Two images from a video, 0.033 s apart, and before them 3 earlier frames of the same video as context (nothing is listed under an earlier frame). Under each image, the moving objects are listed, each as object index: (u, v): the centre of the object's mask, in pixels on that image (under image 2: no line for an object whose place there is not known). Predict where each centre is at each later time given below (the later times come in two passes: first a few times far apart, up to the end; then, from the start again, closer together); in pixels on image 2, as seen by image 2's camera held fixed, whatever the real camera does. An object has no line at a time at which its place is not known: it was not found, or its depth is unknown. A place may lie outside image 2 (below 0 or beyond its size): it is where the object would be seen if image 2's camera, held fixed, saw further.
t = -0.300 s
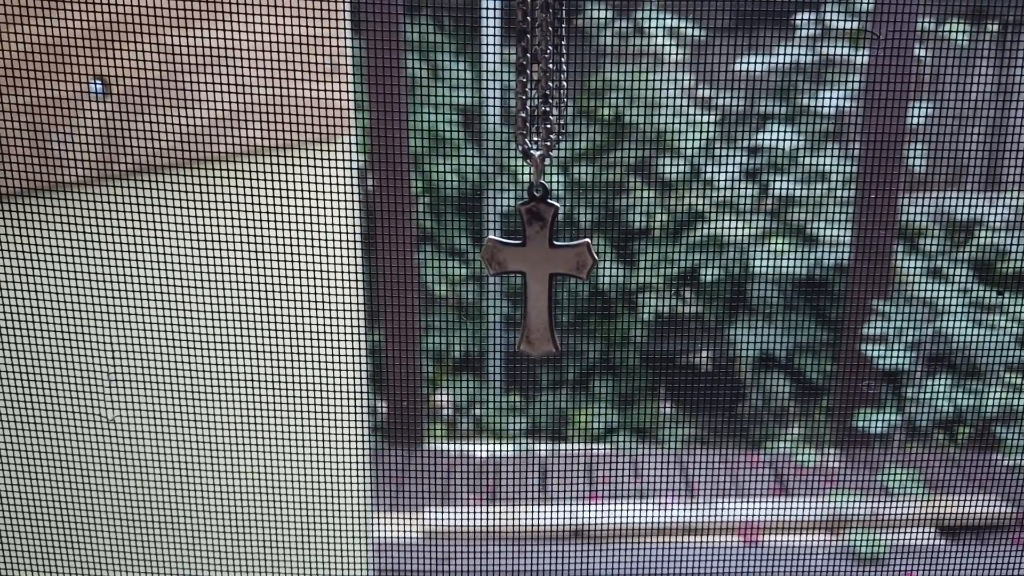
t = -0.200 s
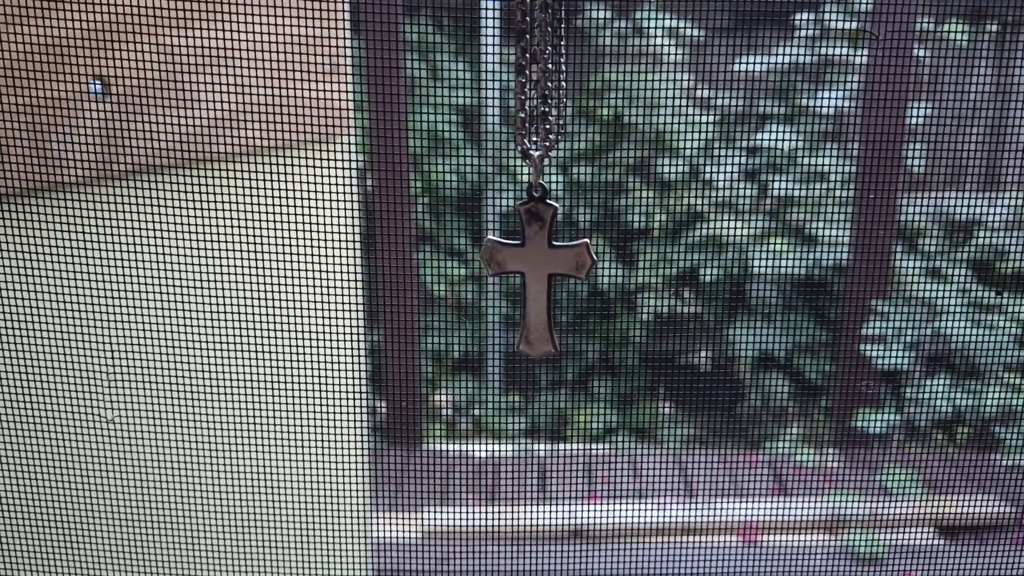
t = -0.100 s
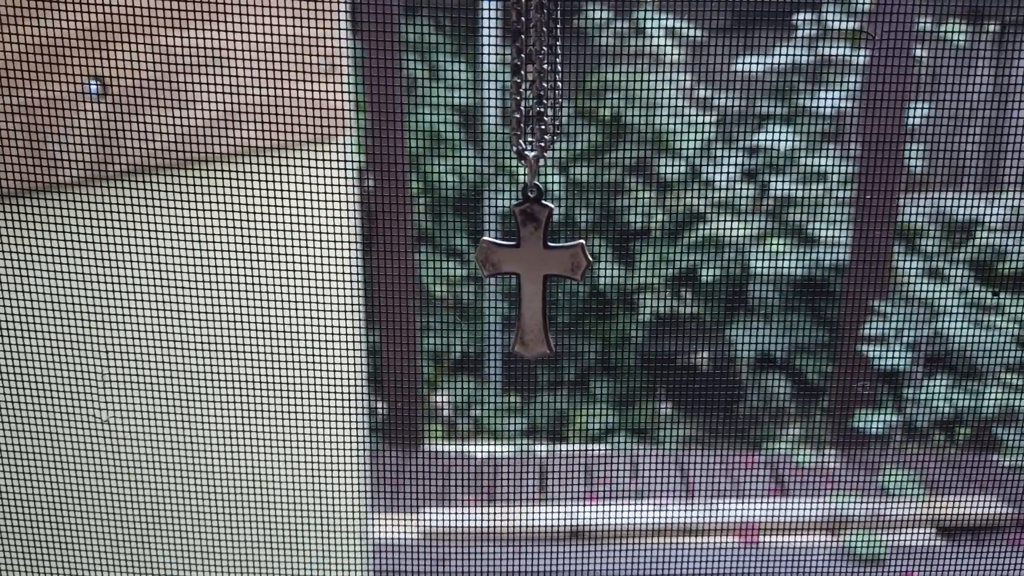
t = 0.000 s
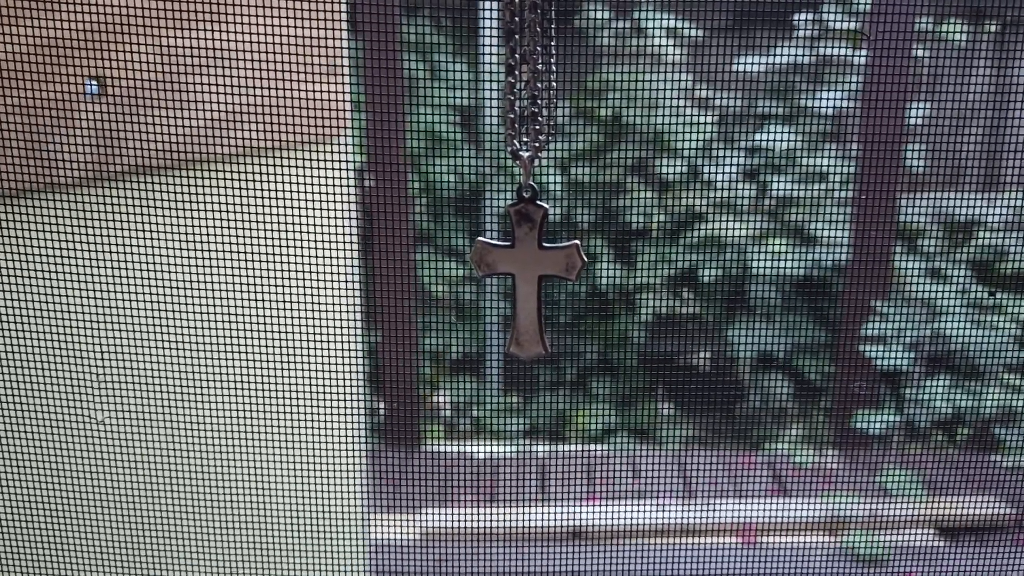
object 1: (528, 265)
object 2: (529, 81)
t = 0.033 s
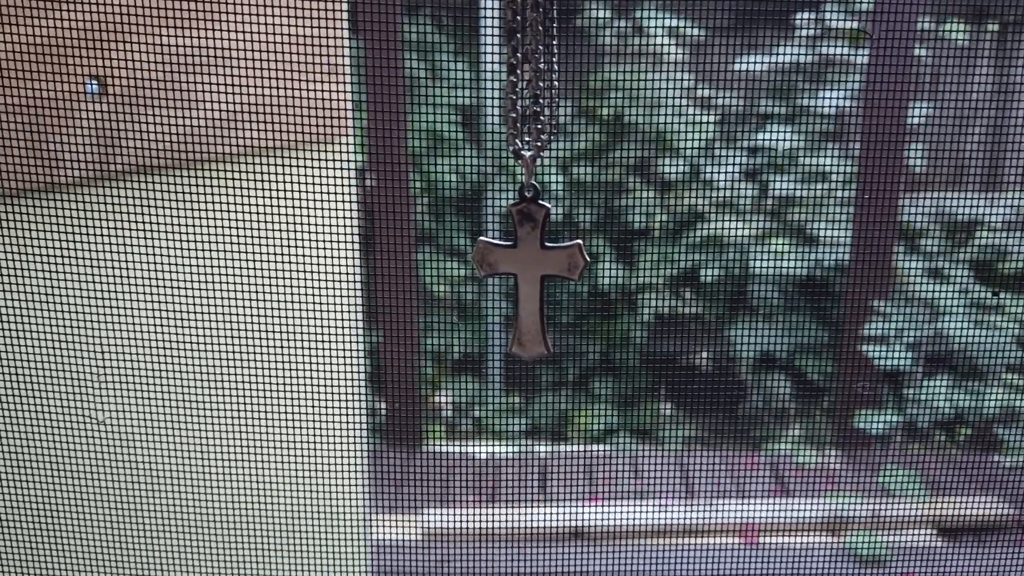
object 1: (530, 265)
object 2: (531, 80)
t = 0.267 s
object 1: (534, 264)
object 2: (536, 80)
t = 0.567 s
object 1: (535, 263)
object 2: (538, 79)
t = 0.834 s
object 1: (536, 264)
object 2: (538, 80)
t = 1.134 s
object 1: (535, 264)
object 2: (536, 80)
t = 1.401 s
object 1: (535, 264)
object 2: (537, 80)
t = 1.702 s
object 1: (535, 264)
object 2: (538, 79)
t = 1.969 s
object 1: (532, 264)
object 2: (534, 79)
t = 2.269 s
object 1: (535, 264)
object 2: (536, 81)
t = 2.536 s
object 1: (537, 263)
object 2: (539, 79)
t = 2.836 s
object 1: (536, 264)
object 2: (537, 80)
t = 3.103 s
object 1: (536, 264)
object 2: (538, 80)
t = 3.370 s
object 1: (535, 264)
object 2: (537, 81)
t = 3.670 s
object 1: (538, 264)
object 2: (539, 80)
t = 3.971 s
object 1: (548, 264)
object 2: (549, 79)
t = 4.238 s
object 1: (545, 264)
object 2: (546, 79)
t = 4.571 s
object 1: (541, 264)
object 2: (543, 79)
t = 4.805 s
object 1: (541, 265)
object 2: (542, 79)
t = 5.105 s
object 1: (541, 264)
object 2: (542, 80)
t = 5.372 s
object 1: (540, 264)
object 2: (541, 80)
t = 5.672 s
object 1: (540, 264)
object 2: (541, 79)
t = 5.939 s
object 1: (541, 264)
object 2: (543, 80)
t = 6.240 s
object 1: (540, 265)
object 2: (541, 80)
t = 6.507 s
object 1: (539, 265)
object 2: (541, 80)
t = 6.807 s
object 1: (540, 264)
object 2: (541, 80)
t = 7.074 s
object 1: (540, 265)
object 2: (541, 80)
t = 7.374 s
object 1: (540, 264)
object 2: (541, 79)
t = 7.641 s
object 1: (540, 265)
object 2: (541, 80)
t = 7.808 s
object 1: (539, 265)
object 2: (541, 80)
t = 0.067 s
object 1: (533, 265)
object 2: (534, 80)
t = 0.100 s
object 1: (534, 264)
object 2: (536, 80)
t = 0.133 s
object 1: (534, 264)
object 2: (536, 80)
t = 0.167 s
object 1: (534, 265)
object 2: (536, 80)
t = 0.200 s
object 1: (534, 265)
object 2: (536, 80)
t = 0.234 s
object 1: (534, 264)
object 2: (536, 80)
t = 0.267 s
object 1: (534, 264)
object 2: (536, 80)
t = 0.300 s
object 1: (535, 263)
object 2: (537, 79)
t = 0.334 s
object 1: (536, 264)
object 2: (537, 80)
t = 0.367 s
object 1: (536, 264)
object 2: (537, 80)
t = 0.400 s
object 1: (536, 264)
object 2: (537, 80)
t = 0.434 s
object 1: (536, 264)
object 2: (537, 80)
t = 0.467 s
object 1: (535, 264)
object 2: (537, 80)
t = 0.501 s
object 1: (535, 264)
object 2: (537, 80)
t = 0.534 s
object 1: (535, 264)
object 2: (537, 80)
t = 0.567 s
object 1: (535, 263)
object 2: (538, 79)
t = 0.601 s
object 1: (535, 264)
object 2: (538, 80)
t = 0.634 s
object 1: (536, 264)
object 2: (537, 80)
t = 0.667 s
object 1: (536, 264)
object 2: (537, 80)
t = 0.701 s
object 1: (535, 264)
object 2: (537, 80)
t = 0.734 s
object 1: (535, 264)
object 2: (537, 80)
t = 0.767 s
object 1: (536, 264)
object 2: (537, 80)
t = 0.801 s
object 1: (536, 264)
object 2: (537, 80)
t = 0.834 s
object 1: (536, 264)
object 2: (538, 80)
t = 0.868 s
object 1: (536, 264)
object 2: (538, 80)
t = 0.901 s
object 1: (536, 264)
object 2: (538, 80)
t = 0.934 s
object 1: (536, 264)
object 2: (538, 80)
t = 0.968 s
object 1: (535, 264)
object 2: (537, 79)
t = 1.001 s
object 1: (535, 264)
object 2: (537, 80)
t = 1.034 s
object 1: (535, 264)
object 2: (537, 80)
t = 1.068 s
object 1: (534, 264)
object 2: (536, 80)
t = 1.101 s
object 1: (534, 264)
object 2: (536, 80)
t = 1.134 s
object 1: (535, 264)
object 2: (536, 80)
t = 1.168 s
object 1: (535, 264)
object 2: (536, 80)
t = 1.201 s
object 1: (534, 264)
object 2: (537, 79)
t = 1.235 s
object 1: (535, 264)
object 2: (537, 79)
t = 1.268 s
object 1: (535, 264)
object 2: (537, 79)
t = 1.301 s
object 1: (535, 264)
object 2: (537, 79)
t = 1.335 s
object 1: (535, 264)
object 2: (536, 80)
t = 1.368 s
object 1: (535, 264)
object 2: (537, 79)
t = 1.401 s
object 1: (535, 264)
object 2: (537, 80)
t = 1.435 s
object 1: (535, 264)
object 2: (537, 80)
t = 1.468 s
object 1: (535, 264)
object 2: (537, 80)
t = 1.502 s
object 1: (535, 264)
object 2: (537, 80)
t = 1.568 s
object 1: (535, 264)
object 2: (537, 80)
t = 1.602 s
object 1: (535, 264)
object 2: (538, 79)
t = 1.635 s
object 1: (535, 264)
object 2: (537, 80)
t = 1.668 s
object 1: (535, 264)
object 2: (537, 80)
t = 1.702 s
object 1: (535, 264)
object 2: (538, 79)
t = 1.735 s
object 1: (535, 264)
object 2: (537, 79)
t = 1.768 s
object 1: (534, 264)
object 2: (537, 79)
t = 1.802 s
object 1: (533, 264)
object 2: (535, 80)
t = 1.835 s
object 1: (532, 264)
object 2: (535, 79)
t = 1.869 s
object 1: (532, 264)
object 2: (535, 79)
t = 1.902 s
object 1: (532, 264)
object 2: (534, 79)
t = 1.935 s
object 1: (532, 264)
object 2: (535, 79)
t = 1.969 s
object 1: (532, 264)
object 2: (534, 79)
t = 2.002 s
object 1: (532, 264)
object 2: (534, 79)
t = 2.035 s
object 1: (532, 264)
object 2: (533, 80)
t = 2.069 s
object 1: (533, 264)
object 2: (535, 79)
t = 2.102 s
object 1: (535, 264)
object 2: (536, 81)
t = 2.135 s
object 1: (535, 264)
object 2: (536, 81)
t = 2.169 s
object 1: (535, 263)
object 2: (537, 81)
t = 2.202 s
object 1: (535, 264)
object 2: (537, 79)
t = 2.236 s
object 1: (535, 264)
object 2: (537, 81)
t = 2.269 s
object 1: (535, 264)
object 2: (536, 81)
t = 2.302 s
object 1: (535, 264)
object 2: (537, 81)
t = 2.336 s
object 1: (536, 264)
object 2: (538, 80)
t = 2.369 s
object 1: (536, 263)
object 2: (538, 79)
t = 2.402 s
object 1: (537, 263)
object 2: (539, 79)
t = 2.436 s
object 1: (537, 263)
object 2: (539, 79)
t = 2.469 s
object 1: (537, 263)
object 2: (539, 81)
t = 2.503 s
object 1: (537, 263)
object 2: (539, 80)
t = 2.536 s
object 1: (537, 263)
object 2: (539, 79)
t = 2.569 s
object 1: (537, 263)
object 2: (539, 79)
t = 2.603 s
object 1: (537, 263)
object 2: (538, 80)
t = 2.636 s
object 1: (537, 264)
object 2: (538, 80)
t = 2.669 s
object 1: (537, 263)
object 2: (538, 80)
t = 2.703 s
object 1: (537, 263)
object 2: (538, 80)
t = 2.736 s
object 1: (536, 264)
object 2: (538, 80)
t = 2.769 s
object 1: (536, 264)
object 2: (538, 81)
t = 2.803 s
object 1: (536, 264)
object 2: (537, 81)
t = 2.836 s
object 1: (536, 264)
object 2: (537, 80)
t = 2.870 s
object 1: (536, 264)
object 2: (537, 80)
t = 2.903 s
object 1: (536, 264)
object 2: (537, 81)
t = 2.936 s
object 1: (536, 264)
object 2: (537, 80)
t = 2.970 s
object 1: (536, 263)
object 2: (538, 80)
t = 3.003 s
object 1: (536, 263)
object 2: (538, 80)
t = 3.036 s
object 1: (536, 263)
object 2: (538, 80)
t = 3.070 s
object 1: (536, 264)
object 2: (538, 80)
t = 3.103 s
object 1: (536, 264)
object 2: (538, 80)
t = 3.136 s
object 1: (536, 264)
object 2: (538, 80)
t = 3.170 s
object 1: (536, 264)
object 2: (537, 80)
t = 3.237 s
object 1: (535, 264)
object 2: (537, 80)
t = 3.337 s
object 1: (536, 264)
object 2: (537, 81)
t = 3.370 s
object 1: (535, 264)
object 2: (537, 81)
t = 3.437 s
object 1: (535, 264)
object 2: (537, 81)
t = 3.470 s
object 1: (535, 264)
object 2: (537, 81)
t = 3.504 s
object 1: (535, 264)
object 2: (537, 80)
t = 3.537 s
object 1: (536, 263)
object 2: (537, 80)
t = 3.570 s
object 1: (538, 264)
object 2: (539, 81)
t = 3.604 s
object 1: (538, 264)
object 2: (539, 81)
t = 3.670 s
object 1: (538, 264)
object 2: (539, 80)
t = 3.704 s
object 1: (538, 264)
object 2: (539, 81)
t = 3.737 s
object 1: (539, 263)
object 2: (540, 80)
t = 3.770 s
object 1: (543, 263)
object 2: (543, 78)
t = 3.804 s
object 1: (548, 264)
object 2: (549, 78)
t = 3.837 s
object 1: (548, 264)
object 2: (549, 79)
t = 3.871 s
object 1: (548, 264)
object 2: (549, 79)
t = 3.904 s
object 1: (548, 264)
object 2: (549, 79)
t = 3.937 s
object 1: (548, 264)
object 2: (549, 79)
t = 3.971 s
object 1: (548, 264)
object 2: (549, 79)
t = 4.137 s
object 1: (549, 265)
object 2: (550, 79)
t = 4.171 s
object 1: (546, 264)
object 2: (548, 79)
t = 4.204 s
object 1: (545, 264)
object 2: (546, 79)
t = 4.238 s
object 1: (545, 264)
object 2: (546, 79)
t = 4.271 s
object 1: (544, 265)
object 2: (545, 79)
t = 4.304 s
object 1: (544, 265)
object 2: (545, 79)
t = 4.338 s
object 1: (544, 265)
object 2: (545, 79)
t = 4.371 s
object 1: (544, 264)
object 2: (545, 79)
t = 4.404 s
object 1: (544, 265)
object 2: (545, 79)
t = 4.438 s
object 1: (543, 264)
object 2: (544, 79)
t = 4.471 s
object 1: (541, 264)
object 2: (543, 79)
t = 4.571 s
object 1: (541, 264)
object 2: (543, 79)
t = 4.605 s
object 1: (540, 264)
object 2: (542, 79)
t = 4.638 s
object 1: (540, 264)
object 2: (542, 80)
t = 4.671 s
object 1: (540, 265)
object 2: (541, 80)
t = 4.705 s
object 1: (540, 265)
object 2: (541, 80)
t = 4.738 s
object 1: (540, 264)
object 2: (541, 80)
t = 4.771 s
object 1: (540, 264)
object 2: (540, 79)
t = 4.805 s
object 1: (541, 265)
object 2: (542, 79)
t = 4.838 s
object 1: (541, 265)
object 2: (542, 79)
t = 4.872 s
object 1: (541, 265)
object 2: (542, 79)
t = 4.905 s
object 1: (541, 264)
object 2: (542, 79)
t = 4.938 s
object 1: (541, 264)
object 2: (542, 79)
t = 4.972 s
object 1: (541, 264)
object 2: (542, 80)
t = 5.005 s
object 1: (541, 265)
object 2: (542, 79)
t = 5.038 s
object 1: (541, 264)
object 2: (542, 80)
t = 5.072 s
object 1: (541, 265)
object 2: (542, 80)
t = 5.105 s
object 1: (541, 264)
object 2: (542, 80)
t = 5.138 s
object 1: (541, 264)
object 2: (542, 80)
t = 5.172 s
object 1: (541, 264)
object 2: (542, 80)
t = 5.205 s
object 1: (541, 264)
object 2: (542, 79)
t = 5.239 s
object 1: (541, 265)
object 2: (542, 78)
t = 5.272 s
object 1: (540, 264)
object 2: (542, 80)
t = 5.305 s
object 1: (540, 264)
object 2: (541, 80)
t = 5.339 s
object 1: (539, 264)
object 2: (541, 80)
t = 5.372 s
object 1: (540, 264)
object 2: (541, 80)
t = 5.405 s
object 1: (540, 264)
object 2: (541, 80)
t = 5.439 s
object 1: (539, 264)
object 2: (540, 80)
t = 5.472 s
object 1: (539, 264)
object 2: (540, 80)
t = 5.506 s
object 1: (539, 264)
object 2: (540, 80)
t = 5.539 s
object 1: (539, 264)
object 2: (540, 80)
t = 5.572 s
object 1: (539, 264)
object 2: (540, 79)
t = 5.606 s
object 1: (539, 264)
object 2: (540, 80)
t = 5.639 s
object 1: (539, 264)
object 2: (540, 80)
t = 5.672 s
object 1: (540, 264)
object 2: (541, 79)
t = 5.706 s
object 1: (541, 264)
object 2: (542, 80)
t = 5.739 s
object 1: (541, 264)
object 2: (542, 81)
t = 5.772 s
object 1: (541, 264)
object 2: (542, 80)
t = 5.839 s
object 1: (541, 264)
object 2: (543, 81)
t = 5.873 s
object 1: (541, 264)
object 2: (543, 80)
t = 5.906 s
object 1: (541, 264)
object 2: (543, 80)
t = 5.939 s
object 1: (541, 264)
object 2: (543, 80)
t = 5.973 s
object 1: (541, 264)
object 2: (542, 80)
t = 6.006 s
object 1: (541, 264)
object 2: (543, 78)
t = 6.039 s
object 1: (541, 264)
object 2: (543, 78)
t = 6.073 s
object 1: (541, 264)
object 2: (543, 78)
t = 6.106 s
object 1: (540, 264)
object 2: (542, 79)
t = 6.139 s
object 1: (540, 264)
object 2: (541, 80)
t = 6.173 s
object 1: (540, 264)
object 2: (541, 80)
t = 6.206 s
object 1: (540, 265)
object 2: (541, 80)
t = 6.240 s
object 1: (540, 265)
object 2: (541, 80)
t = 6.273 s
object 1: (540, 265)
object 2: (542, 80)
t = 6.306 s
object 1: (540, 265)
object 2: (541, 80)
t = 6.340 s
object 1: (539, 264)
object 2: (541, 80)
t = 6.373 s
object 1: (539, 264)
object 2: (541, 80)
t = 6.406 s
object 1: (539, 265)
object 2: (541, 80)
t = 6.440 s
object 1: (540, 265)
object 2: (541, 80)
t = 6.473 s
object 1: (539, 265)
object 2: (541, 80)
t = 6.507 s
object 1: (539, 265)
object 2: (541, 80)
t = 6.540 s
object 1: (539, 265)
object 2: (541, 80)
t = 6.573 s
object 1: (539, 264)
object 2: (541, 80)
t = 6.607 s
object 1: (539, 264)
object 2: (541, 80)
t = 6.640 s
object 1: (539, 265)
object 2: (541, 80)
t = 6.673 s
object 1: (539, 265)
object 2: (541, 80)
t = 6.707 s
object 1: (540, 265)
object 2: (541, 80)
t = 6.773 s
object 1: (539, 264)
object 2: (541, 80)
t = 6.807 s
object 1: (540, 264)
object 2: (541, 80)
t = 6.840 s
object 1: (540, 264)
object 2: (541, 80)
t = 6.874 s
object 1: (540, 265)
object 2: (541, 80)
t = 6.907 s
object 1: (540, 265)
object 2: (541, 80)
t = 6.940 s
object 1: (540, 264)
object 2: (541, 80)
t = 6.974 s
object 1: (540, 264)
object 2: (541, 80)
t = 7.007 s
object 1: (540, 264)
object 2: (541, 80)
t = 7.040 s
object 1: (540, 265)
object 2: (541, 80)
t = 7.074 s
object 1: (540, 265)
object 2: (541, 80)
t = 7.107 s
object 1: (540, 265)
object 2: (542, 80)
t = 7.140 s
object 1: (540, 265)
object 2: (541, 80)
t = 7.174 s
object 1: (540, 265)
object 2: (541, 80)
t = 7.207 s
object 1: (540, 265)
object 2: (541, 80)
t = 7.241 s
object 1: (540, 265)
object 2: (541, 80)
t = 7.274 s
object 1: (540, 265)
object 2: (541, 80)
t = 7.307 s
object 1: (540, 264)
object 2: (541, 80)
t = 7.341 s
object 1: (539, 264)
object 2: (541, 80)
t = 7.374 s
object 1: (540, 264)
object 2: (541, 79)
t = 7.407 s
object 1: (540, 264)
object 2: (541, 80)
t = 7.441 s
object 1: (540, 265)
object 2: (541, 80)
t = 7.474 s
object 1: (540, 265)
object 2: (541, 80)
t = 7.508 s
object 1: (540, 265)
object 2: (541, 80)
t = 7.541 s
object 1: (540, 265)
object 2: (541, 80)
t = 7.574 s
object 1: (540, 264)
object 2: (541, 80)
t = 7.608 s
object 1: (540, 265)
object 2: (541, 80)
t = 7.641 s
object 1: (540, 265)
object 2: (541, 80)
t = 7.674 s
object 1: (540, 265)
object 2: (541, 80)
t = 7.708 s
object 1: (540, 265)
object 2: (541, 80)
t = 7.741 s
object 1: (540, 265)
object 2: (541, 80)
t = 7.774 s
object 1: (539, 265)
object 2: (541, 80)
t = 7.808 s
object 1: (539, 265)
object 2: (541, 80)
